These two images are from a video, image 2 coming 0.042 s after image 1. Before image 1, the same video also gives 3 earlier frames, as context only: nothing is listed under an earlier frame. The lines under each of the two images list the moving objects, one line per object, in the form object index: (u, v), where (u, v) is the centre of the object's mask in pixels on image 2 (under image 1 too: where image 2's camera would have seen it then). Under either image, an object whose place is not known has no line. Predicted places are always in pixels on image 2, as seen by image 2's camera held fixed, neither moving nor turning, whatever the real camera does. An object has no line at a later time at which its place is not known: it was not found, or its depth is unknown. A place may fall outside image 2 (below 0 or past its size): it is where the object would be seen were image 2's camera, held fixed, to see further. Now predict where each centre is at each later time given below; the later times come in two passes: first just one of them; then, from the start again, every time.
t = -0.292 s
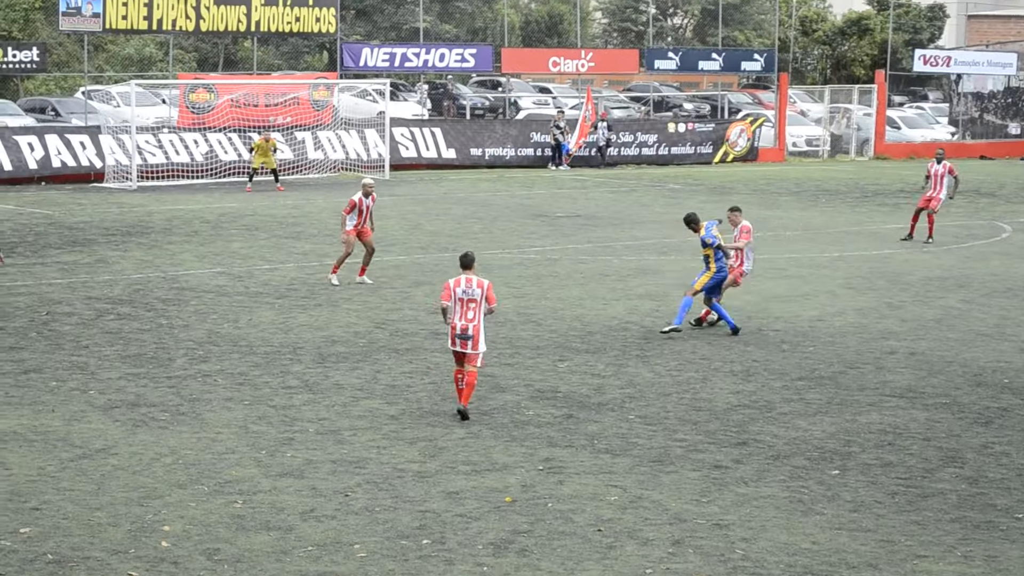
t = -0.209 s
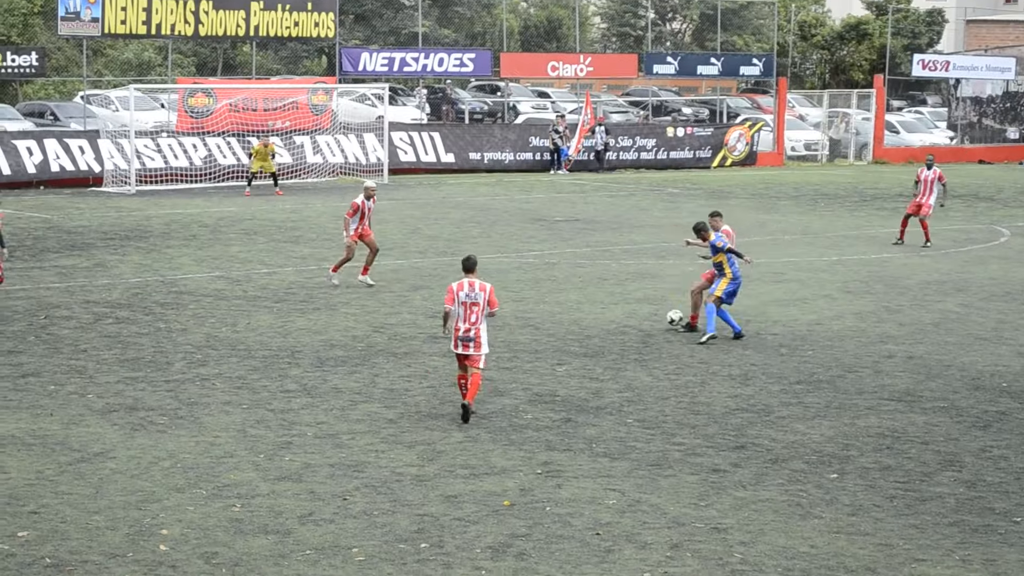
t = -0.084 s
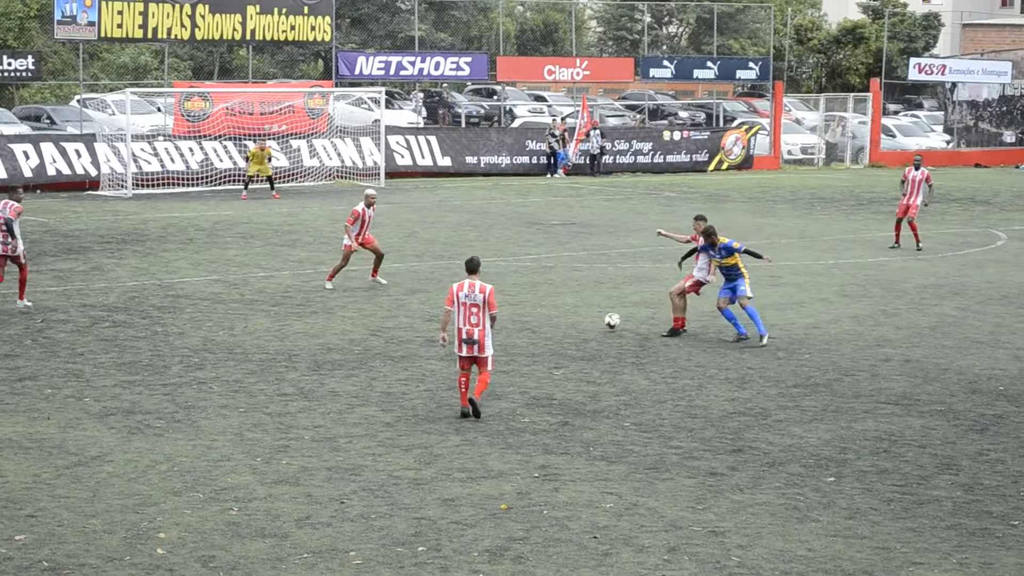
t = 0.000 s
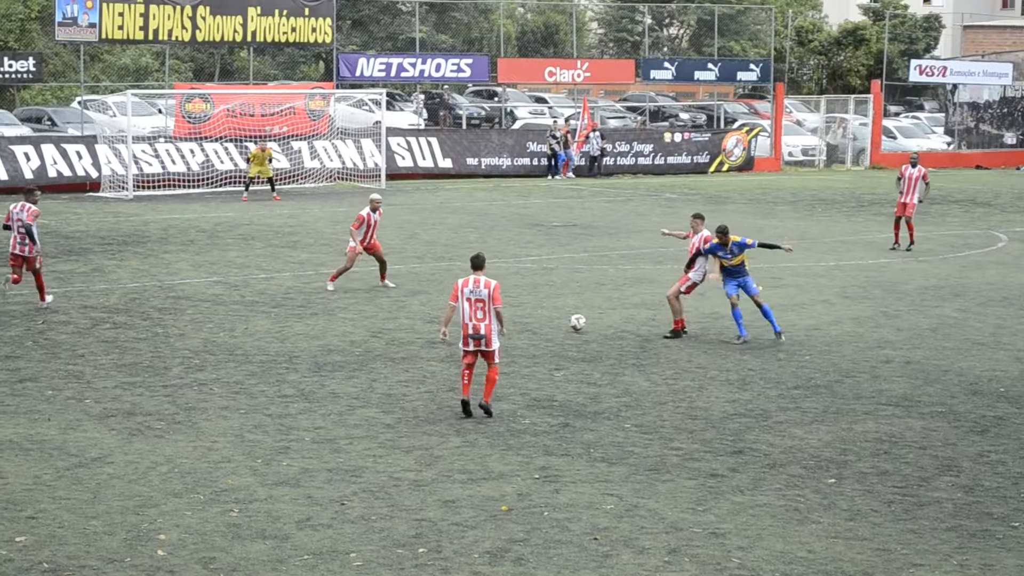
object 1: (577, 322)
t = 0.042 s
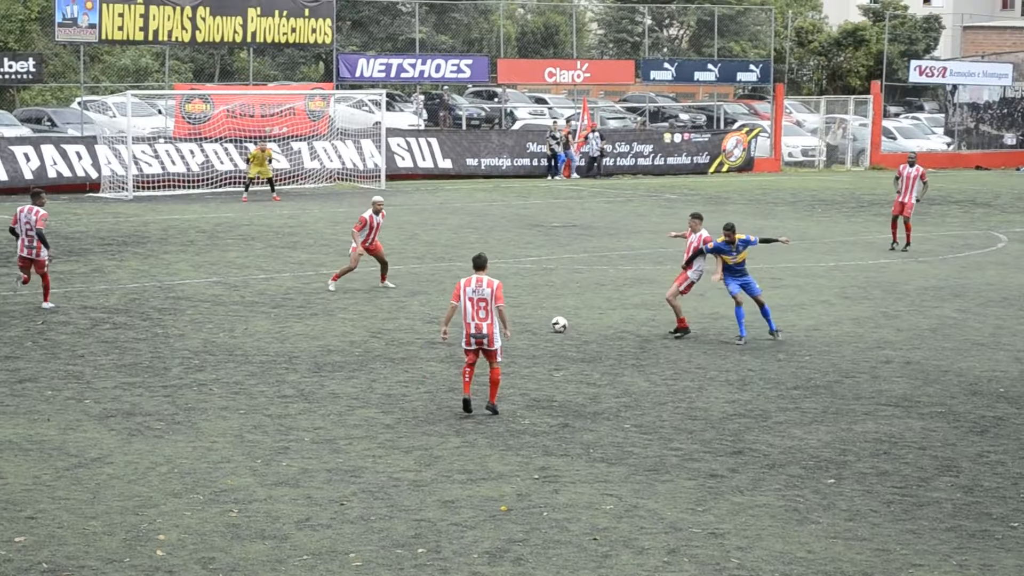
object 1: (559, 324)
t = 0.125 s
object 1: (528, 323)
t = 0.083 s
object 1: (543, 323)
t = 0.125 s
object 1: (528, 323)
